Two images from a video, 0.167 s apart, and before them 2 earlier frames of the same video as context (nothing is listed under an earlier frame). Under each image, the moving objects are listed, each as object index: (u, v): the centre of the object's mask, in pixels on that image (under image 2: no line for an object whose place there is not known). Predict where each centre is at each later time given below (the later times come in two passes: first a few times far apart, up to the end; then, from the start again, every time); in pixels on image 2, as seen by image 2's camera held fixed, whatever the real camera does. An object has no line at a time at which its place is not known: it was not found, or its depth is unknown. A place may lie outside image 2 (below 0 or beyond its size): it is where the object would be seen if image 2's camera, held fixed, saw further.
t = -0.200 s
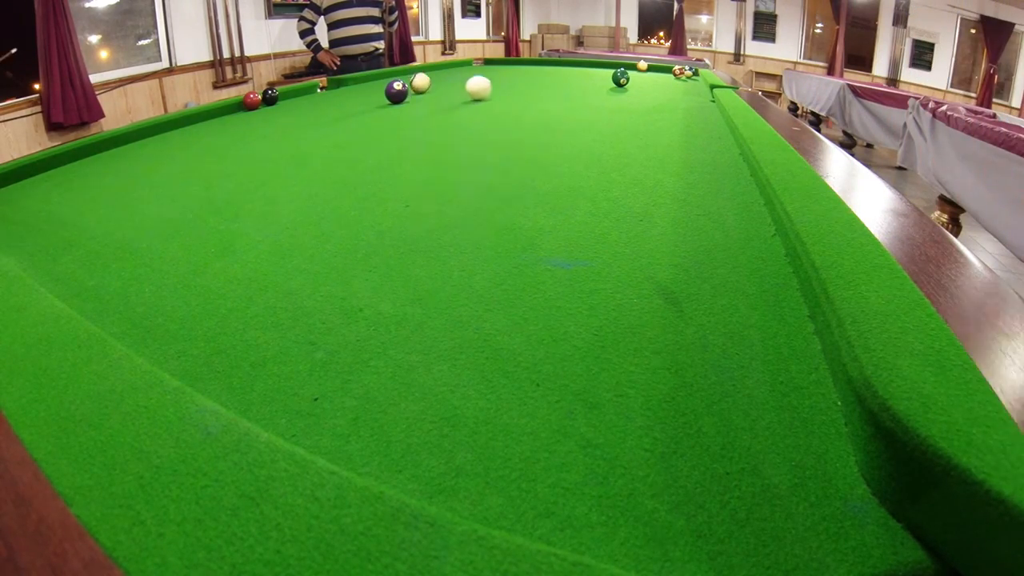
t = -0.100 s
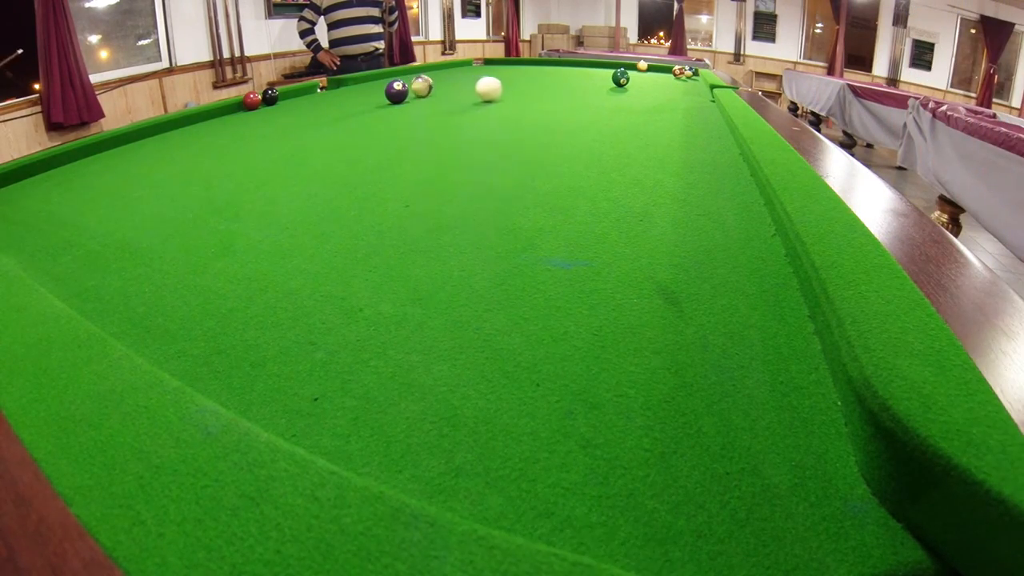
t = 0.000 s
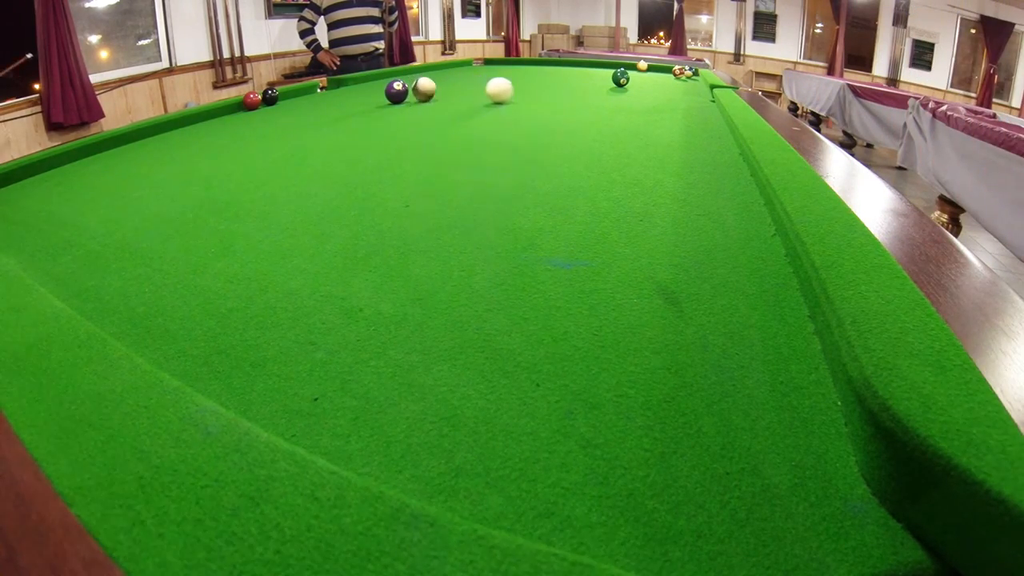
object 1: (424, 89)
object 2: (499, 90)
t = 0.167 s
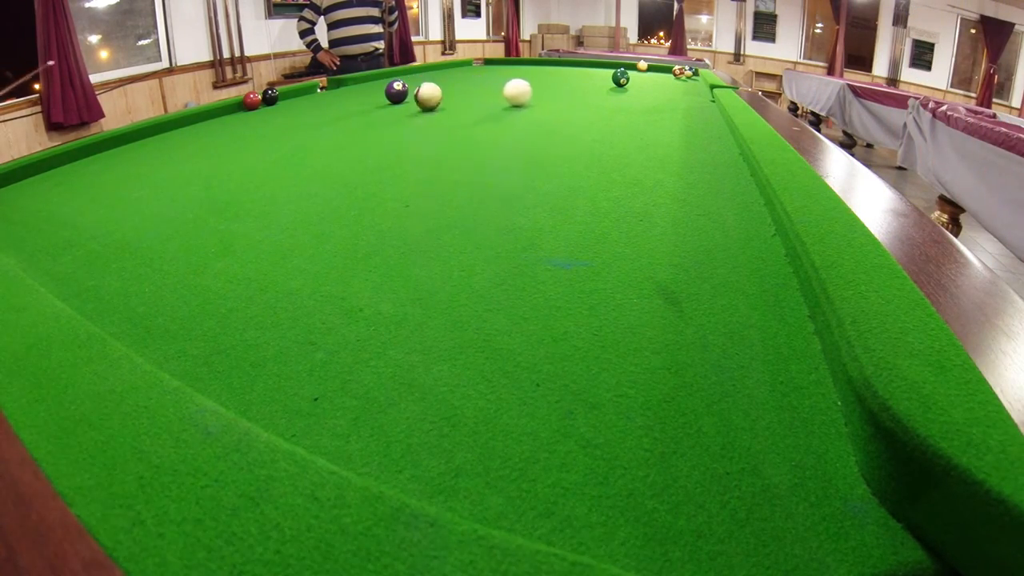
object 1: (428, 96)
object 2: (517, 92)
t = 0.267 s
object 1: (431, 102)
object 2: (529, 93)
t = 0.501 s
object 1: (443, 121)
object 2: (557, 98)
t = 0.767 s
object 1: (471, 168)
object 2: (591, 104)
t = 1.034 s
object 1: (573, 337)
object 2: (628, 111)
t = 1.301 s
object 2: (666, 119)
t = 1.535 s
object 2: (701, 128)
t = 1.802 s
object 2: (699, 132)
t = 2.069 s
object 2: (674, 132)
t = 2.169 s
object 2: (666, 132)
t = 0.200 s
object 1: (429, 98)
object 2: (521, 93)
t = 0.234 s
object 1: (430, 100)
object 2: (525, 93)
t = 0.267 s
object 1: (431, 102)
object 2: (529, 93)
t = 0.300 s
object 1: (432, 104)
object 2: (533, 94)
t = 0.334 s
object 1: (434, 106)
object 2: (537, 95)
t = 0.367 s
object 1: (436, 109)
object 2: (541, 95)
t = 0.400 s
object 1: (437, 112)
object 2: (545, 96)
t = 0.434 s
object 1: (439, 115)
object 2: (549, 97)
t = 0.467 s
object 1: (441, 118)
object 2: (553, 97)
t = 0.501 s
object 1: (443, 121)
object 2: (557, 98)
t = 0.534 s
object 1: (445, 125)
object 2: (561, 98)
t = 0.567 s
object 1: (448, 129)
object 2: (565, 99)
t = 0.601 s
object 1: (451, 134)
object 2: (570, 100)
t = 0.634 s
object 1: (454, 140)
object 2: (574, 100)
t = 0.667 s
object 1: (458, 145)
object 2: (578, 101)
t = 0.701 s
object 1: (462, 152)
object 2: (583, 102)
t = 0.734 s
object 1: (466, 158)
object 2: (587, 103)
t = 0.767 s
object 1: (471, 168)
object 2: (591, 104)
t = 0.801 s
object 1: (477, 177)
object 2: (596, 104)
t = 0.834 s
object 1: (484, 185)
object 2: (600, 105)
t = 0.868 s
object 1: (492, 201)
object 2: (605, 106)
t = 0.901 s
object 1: (501, 220)
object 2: (609, 107)
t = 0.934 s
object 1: (514, 236)
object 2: (614, 108)
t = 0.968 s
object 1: (528, 266)
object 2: (618, 109)
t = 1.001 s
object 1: (544, 291)
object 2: (623, 110)
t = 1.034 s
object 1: (573, 337)
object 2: (628, 111)
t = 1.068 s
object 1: (603, 396)
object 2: (632, 112)
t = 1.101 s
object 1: (651, 455)
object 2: (637, 113)
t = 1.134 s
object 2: (642, 114)
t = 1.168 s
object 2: (646, 115)
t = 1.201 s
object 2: (651, 116)
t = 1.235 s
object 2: (656, 117)
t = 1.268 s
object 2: (661, 118)
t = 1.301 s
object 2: (666, 119)
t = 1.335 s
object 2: (671, 120)
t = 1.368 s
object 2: (676, 121)
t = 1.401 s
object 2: (681, 123)
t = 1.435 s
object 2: (686, 124)
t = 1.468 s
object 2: (691, 125)
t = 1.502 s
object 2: (696, 127)
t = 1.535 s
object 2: (701, 128)
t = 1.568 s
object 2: (706, 129)
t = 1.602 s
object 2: (712, 130)
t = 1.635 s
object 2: (715, 132)
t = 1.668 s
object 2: (712, 132)
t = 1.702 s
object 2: (709, 131)
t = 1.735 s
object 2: (706, 132)
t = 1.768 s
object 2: (702, 131)
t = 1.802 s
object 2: (699, 132)
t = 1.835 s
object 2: (696, 131)
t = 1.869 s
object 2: (693, 131)
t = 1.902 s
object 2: (690, 132)
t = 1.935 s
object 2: (686, 132)
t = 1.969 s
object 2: (683, 132)
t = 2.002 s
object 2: (680, 132)
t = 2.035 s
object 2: (677, 131)
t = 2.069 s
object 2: (674, 132)
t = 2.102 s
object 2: (671, 132)
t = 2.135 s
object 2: (669, 132)
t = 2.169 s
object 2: (666, 132)
